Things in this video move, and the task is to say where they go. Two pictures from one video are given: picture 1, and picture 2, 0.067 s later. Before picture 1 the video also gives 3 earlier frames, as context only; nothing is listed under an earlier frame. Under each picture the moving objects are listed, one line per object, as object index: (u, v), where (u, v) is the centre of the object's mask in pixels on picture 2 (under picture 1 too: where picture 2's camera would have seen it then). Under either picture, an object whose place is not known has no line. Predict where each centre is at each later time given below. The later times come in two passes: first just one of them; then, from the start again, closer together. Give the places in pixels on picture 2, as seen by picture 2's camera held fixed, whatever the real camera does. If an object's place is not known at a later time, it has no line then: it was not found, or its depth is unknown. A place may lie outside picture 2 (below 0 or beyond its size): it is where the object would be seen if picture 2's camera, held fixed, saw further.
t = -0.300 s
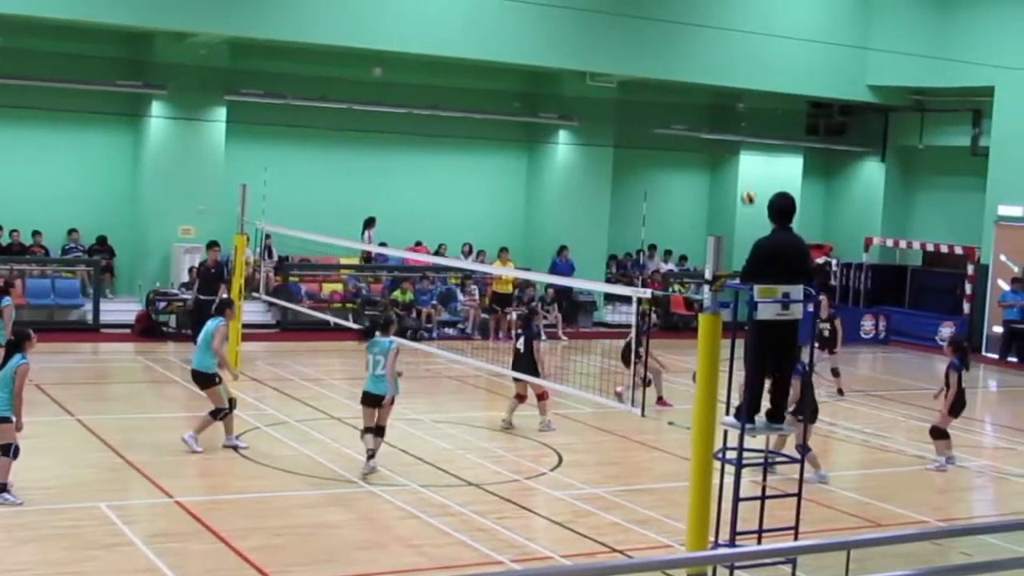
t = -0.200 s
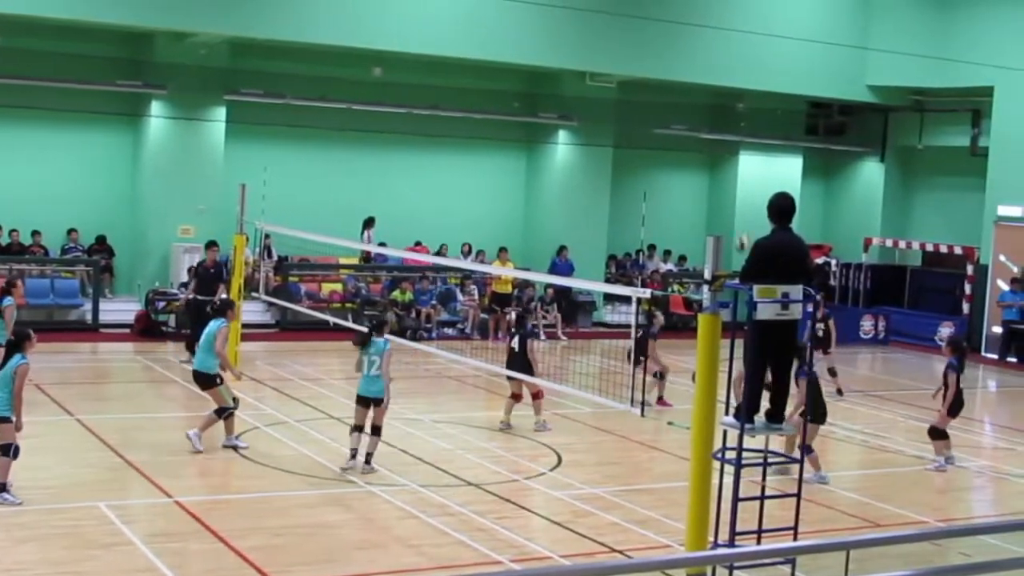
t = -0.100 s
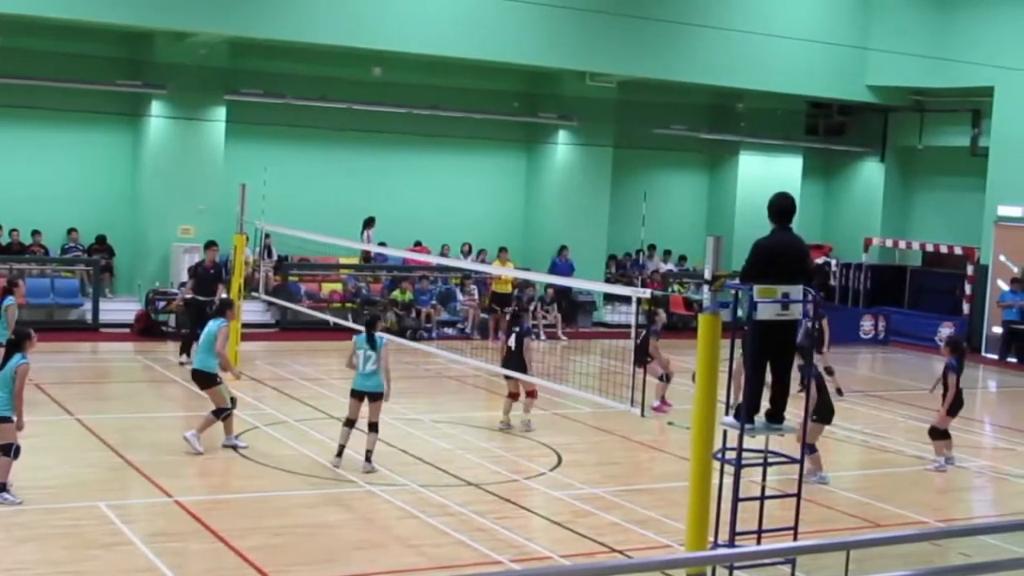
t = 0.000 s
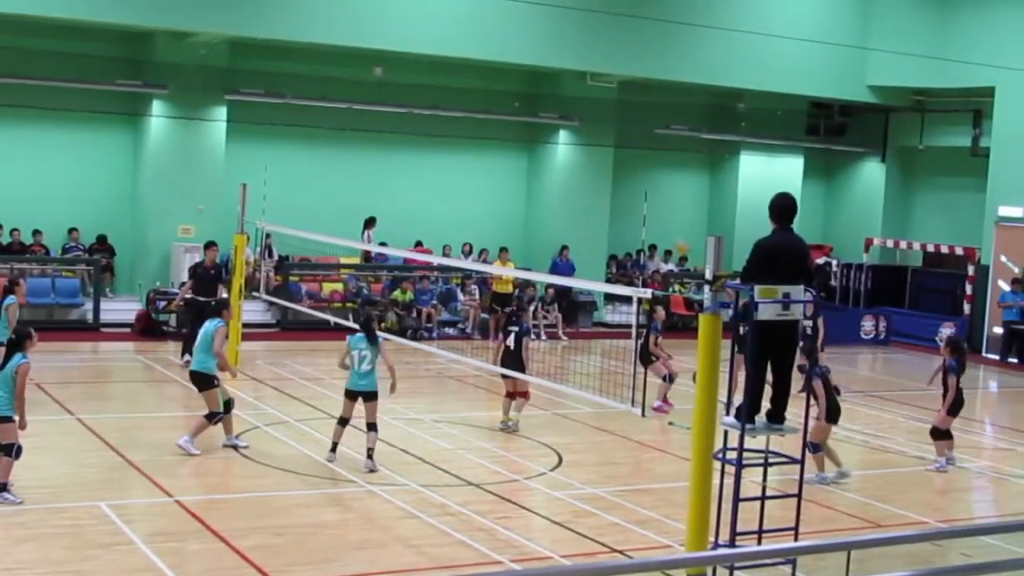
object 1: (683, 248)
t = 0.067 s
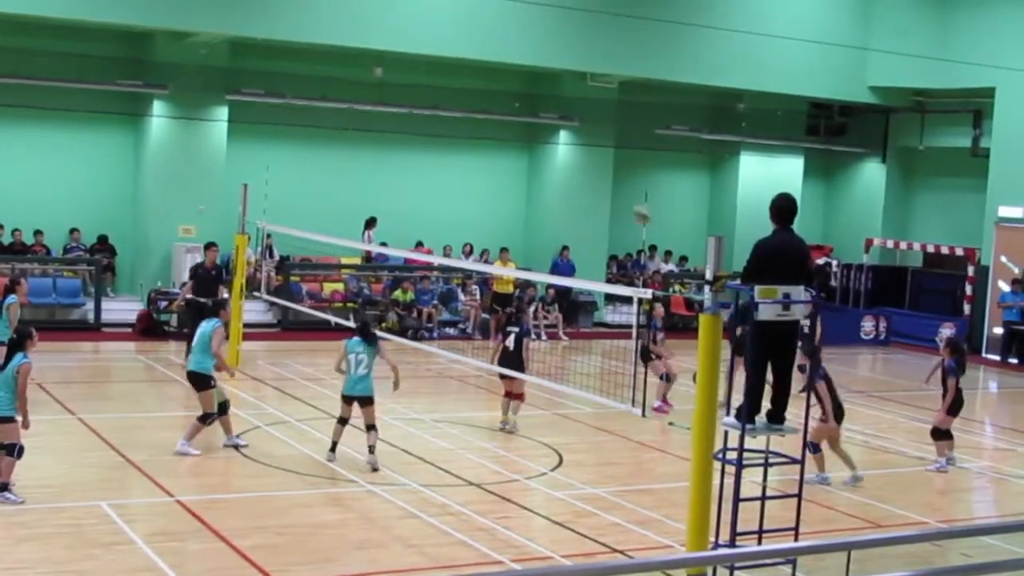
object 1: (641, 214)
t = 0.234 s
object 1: (531, 144)
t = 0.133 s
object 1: (600, 183)
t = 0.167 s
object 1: (578, 170)
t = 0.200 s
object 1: (555, 159)
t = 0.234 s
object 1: (531, 144)
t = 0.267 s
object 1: (509, 132)
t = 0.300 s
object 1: (485, 119)
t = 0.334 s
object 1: (460, 110)
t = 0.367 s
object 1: (434, 100)
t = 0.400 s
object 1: (409, 93)
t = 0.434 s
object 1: (384, 83)
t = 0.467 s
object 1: (357, 78)
